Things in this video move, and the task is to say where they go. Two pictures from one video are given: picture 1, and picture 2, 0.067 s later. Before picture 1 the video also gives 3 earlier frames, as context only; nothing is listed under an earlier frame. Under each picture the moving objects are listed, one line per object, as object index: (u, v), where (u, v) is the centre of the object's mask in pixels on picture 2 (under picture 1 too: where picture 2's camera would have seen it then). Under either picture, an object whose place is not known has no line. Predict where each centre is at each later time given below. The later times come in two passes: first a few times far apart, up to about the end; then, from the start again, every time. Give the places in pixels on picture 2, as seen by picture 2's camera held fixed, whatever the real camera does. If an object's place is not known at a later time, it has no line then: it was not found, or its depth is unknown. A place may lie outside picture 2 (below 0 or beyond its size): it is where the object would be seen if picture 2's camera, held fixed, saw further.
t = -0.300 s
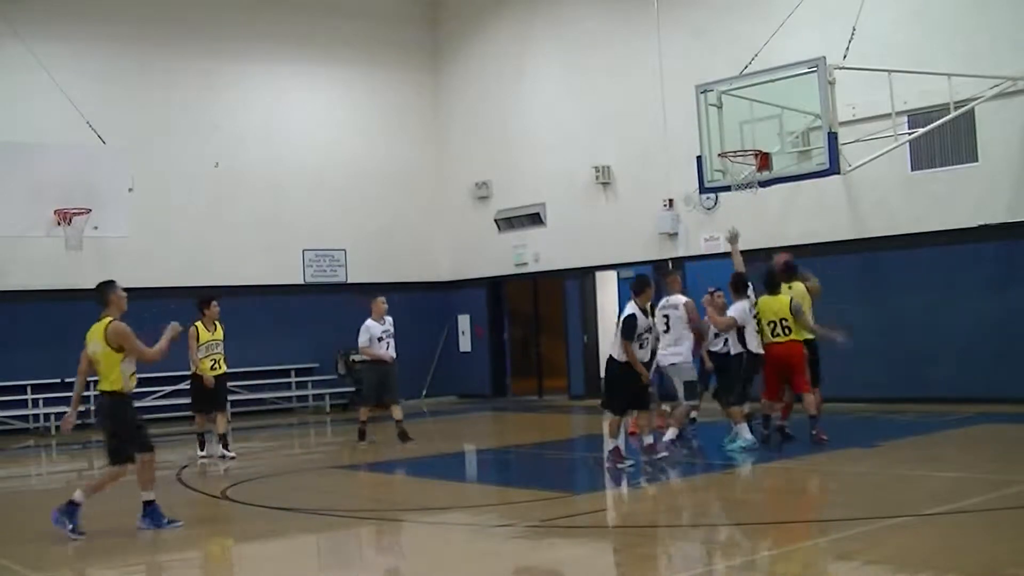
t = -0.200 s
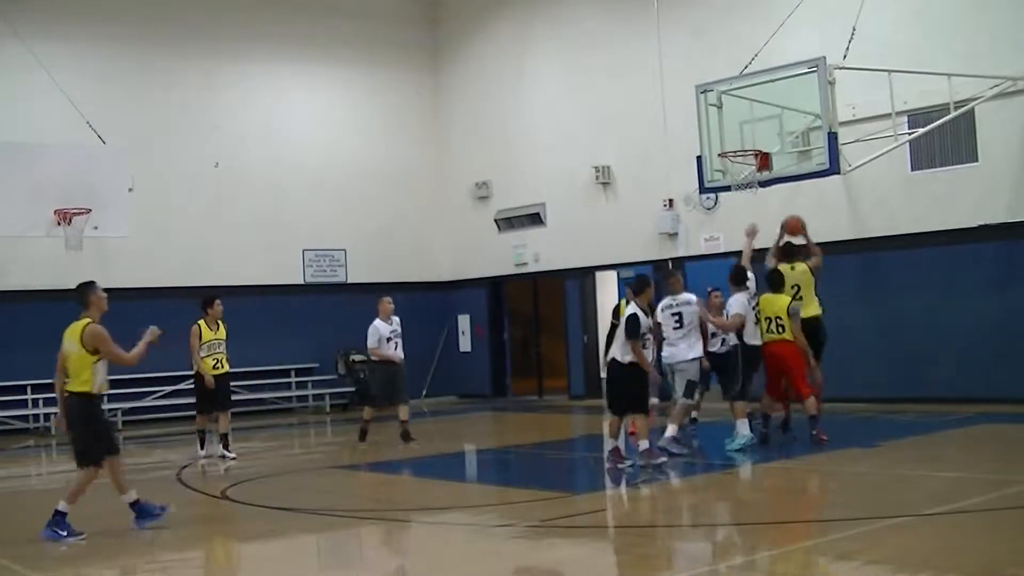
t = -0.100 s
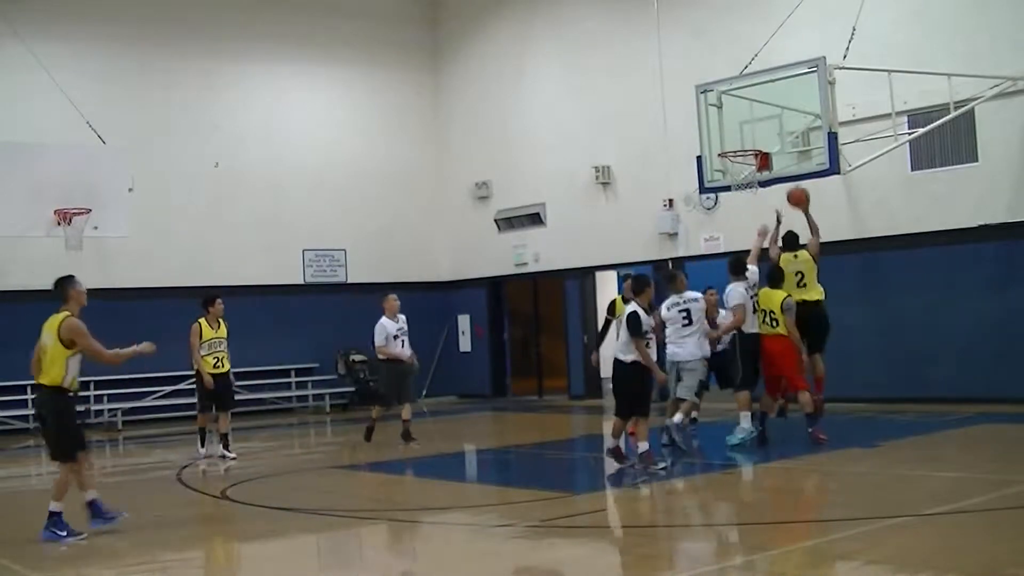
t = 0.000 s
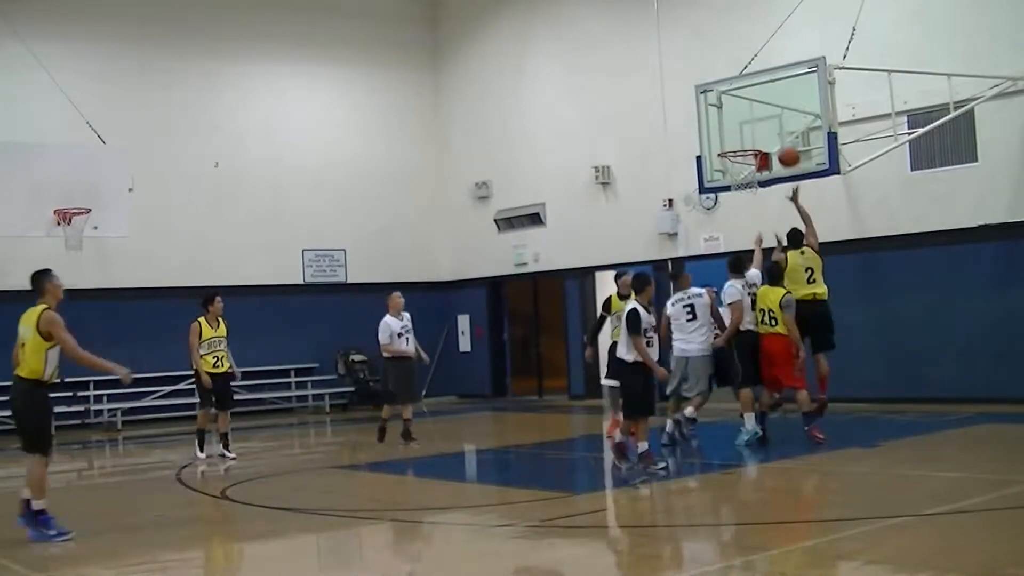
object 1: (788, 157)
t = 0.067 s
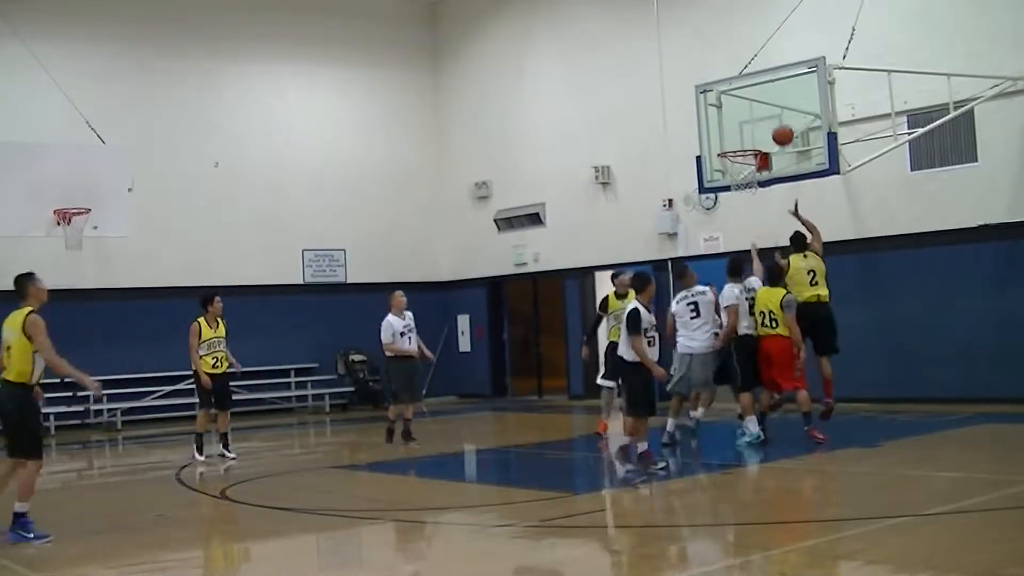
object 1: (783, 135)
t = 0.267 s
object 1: (764, 111)
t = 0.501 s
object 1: (743, 137)
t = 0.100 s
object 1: (780, 127)
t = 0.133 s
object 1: (778, 119)
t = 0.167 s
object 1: (774, 114)
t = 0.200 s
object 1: (771, 113)
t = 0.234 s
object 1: (767, 112)
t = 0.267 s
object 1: (764, 111)
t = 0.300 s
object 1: (761, 112)
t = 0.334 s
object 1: (758, 113)
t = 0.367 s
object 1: (755, 116)
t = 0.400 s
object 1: (752, 120)
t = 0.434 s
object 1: (749, 125)
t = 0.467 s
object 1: (746, 130)
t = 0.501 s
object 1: (743, 137)
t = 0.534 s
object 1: (740, 145)
